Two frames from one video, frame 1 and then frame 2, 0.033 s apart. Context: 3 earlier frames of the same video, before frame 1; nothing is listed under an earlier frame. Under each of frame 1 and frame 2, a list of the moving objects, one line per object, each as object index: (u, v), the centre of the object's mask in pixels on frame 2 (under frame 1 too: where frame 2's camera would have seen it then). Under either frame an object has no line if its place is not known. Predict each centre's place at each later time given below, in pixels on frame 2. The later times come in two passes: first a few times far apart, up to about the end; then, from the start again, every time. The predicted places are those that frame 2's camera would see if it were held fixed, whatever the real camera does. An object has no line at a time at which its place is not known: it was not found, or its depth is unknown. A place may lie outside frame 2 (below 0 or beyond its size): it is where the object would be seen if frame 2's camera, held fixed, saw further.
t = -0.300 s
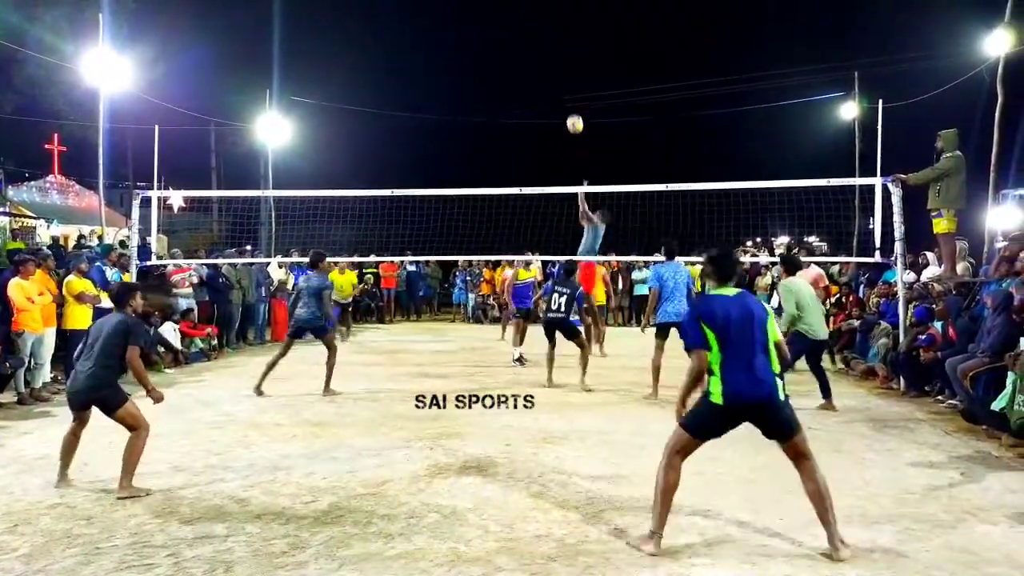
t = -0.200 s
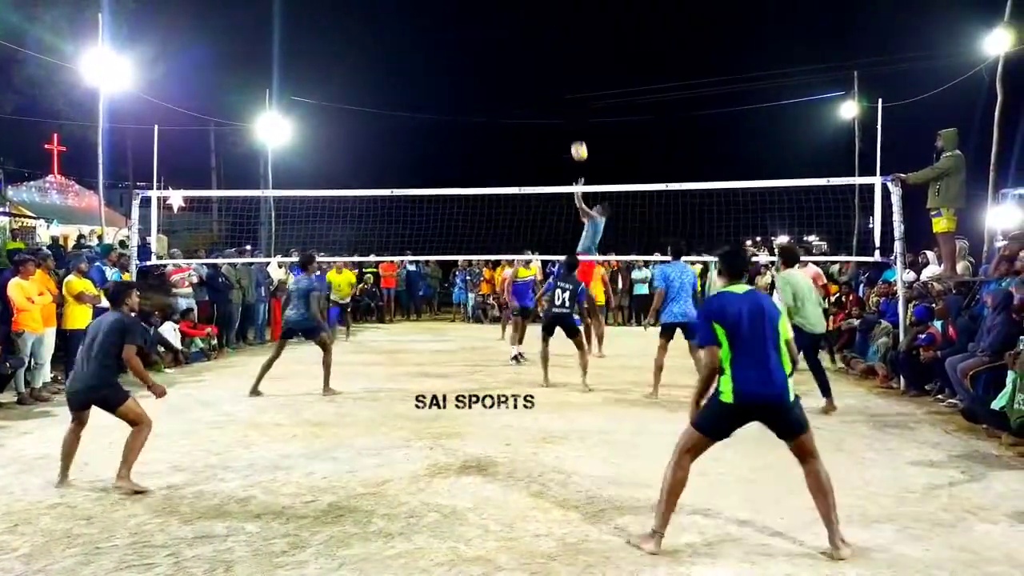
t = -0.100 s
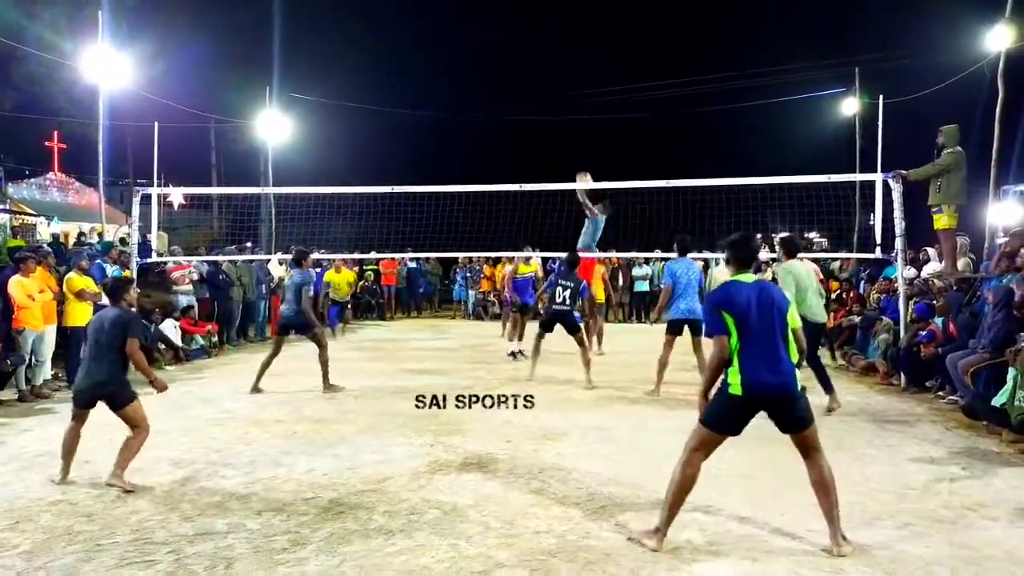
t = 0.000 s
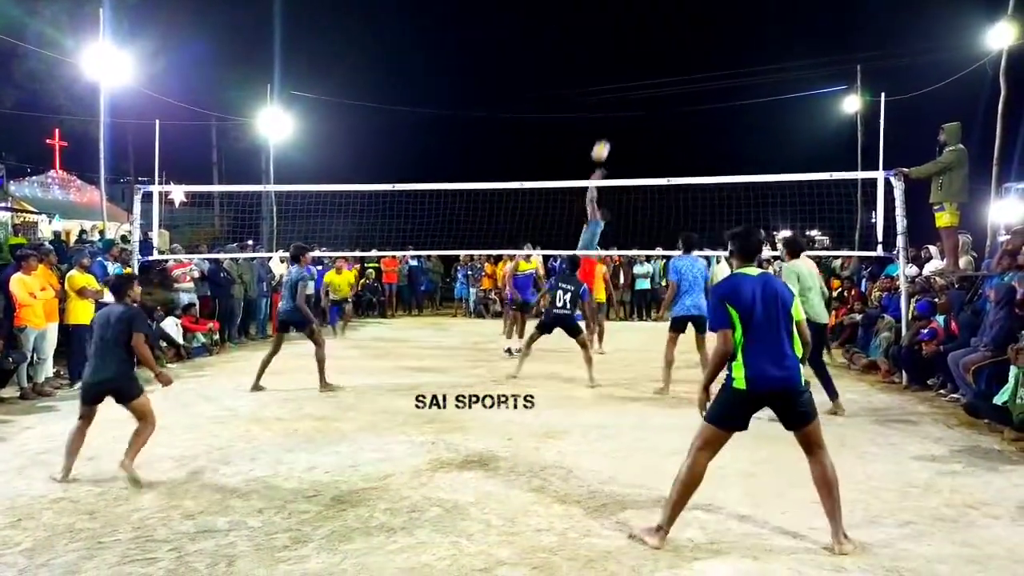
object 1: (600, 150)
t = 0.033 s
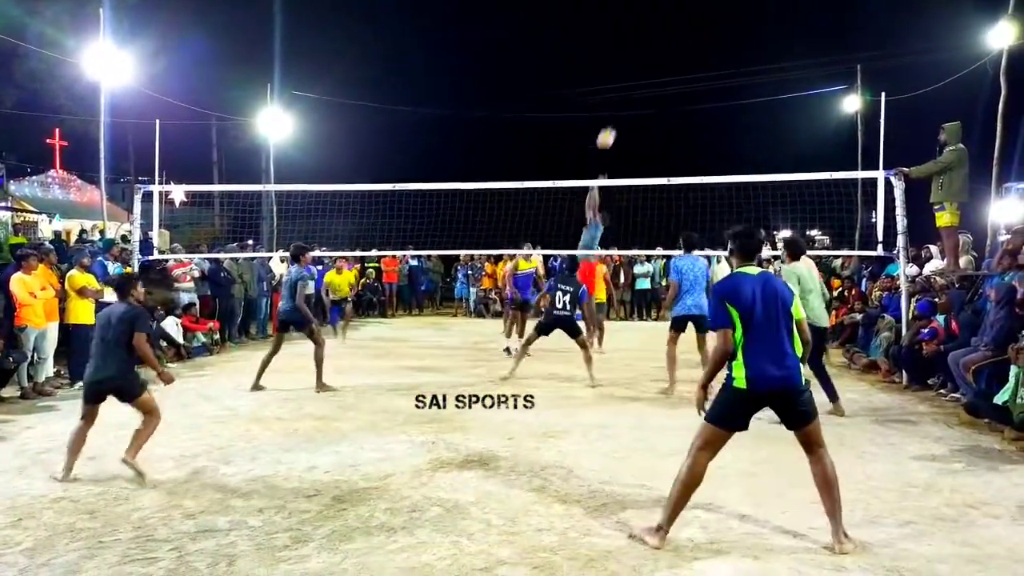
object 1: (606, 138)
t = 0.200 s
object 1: (632, 87)
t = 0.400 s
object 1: (663, 51)
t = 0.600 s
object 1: (694, 45)
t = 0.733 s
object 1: (714, 57)
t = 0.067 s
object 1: (611, 126)
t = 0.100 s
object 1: (616, 115)
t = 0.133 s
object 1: (621, 105)
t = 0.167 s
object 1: (626, 96)
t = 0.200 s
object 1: (632, 87)
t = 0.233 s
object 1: (637, 79)
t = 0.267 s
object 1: (642, 72)
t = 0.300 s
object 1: (647, 66)
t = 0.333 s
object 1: (653, 60)
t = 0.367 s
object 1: (657, 55)
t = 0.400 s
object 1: (663, 51)
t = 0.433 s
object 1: (668, 48)
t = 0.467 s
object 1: (673, 46)
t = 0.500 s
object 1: (678, 44)
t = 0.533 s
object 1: (683, 43)
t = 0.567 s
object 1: (688, 43)
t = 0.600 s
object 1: (694, 45)
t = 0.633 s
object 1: (699, 46)
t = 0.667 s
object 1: (704, 49)
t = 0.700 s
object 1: (709, 52)
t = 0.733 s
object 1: (714, 57)
